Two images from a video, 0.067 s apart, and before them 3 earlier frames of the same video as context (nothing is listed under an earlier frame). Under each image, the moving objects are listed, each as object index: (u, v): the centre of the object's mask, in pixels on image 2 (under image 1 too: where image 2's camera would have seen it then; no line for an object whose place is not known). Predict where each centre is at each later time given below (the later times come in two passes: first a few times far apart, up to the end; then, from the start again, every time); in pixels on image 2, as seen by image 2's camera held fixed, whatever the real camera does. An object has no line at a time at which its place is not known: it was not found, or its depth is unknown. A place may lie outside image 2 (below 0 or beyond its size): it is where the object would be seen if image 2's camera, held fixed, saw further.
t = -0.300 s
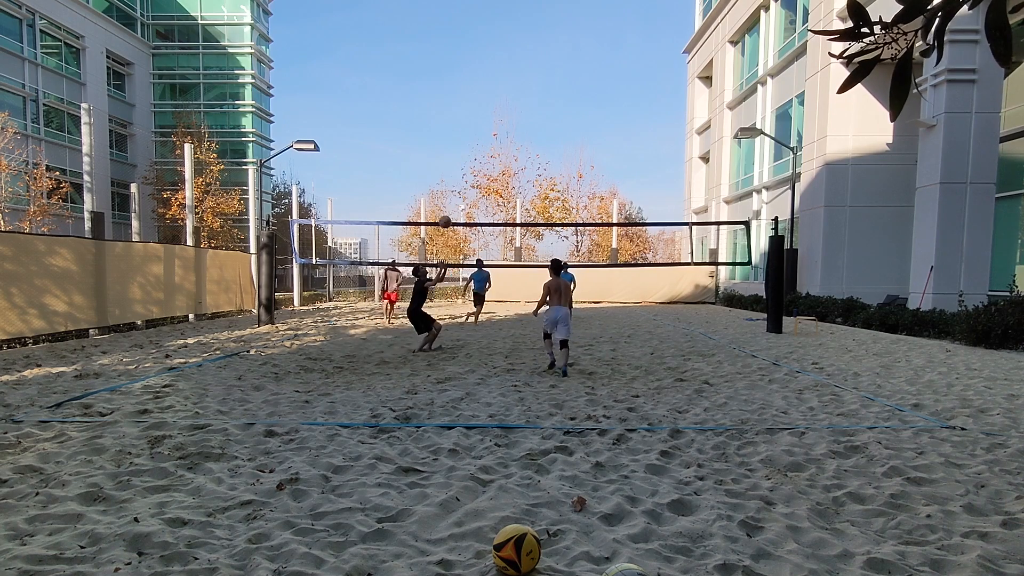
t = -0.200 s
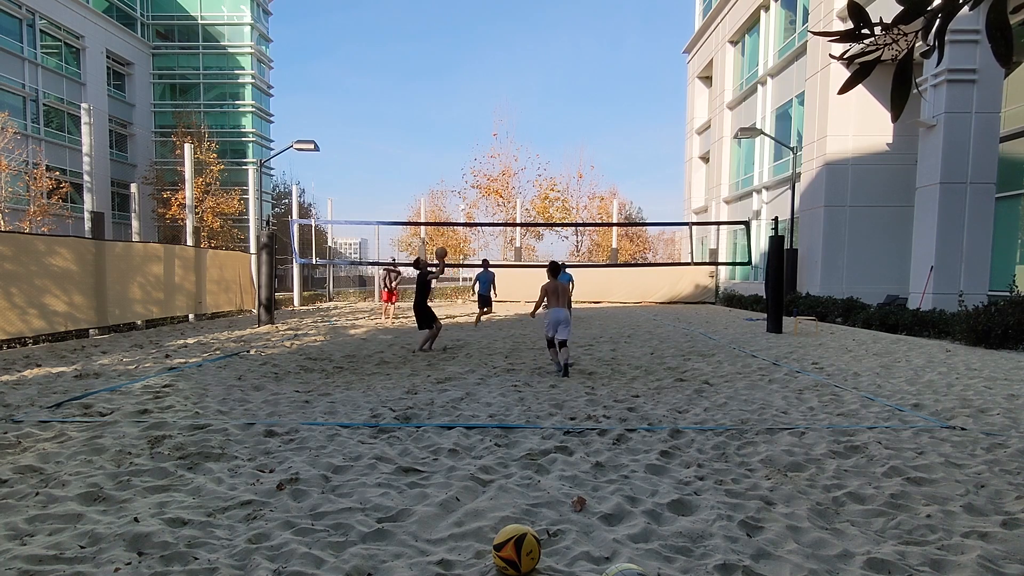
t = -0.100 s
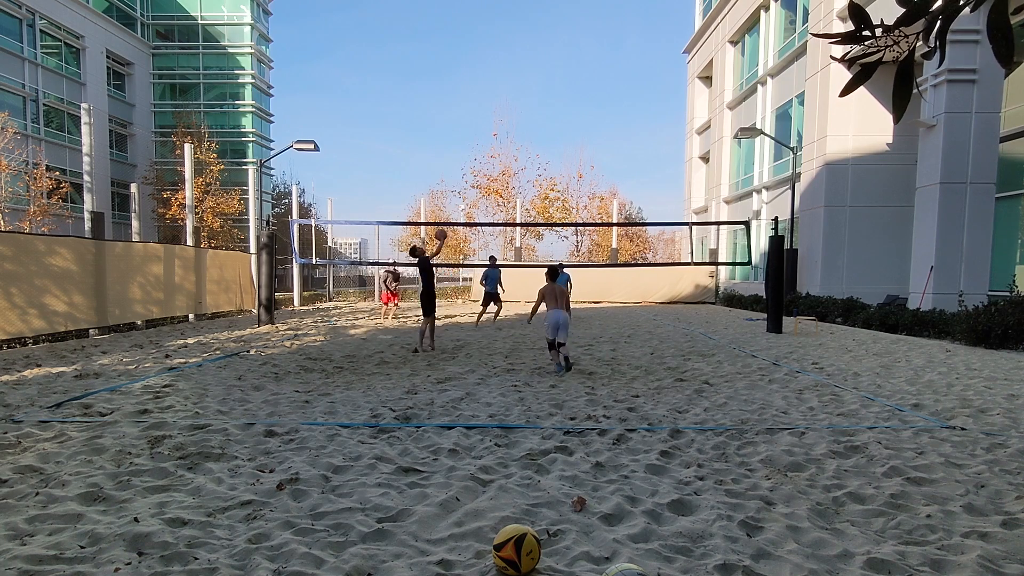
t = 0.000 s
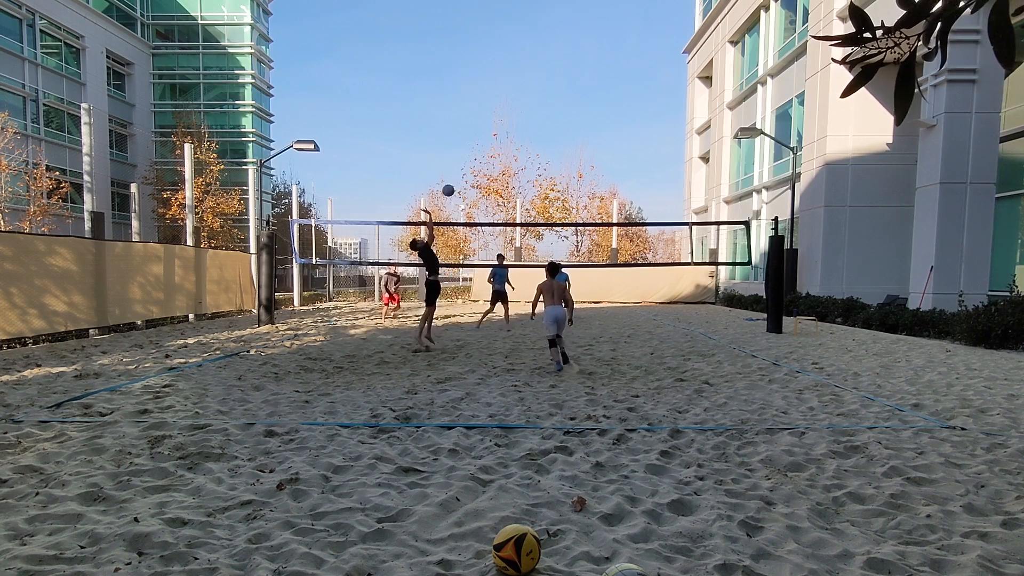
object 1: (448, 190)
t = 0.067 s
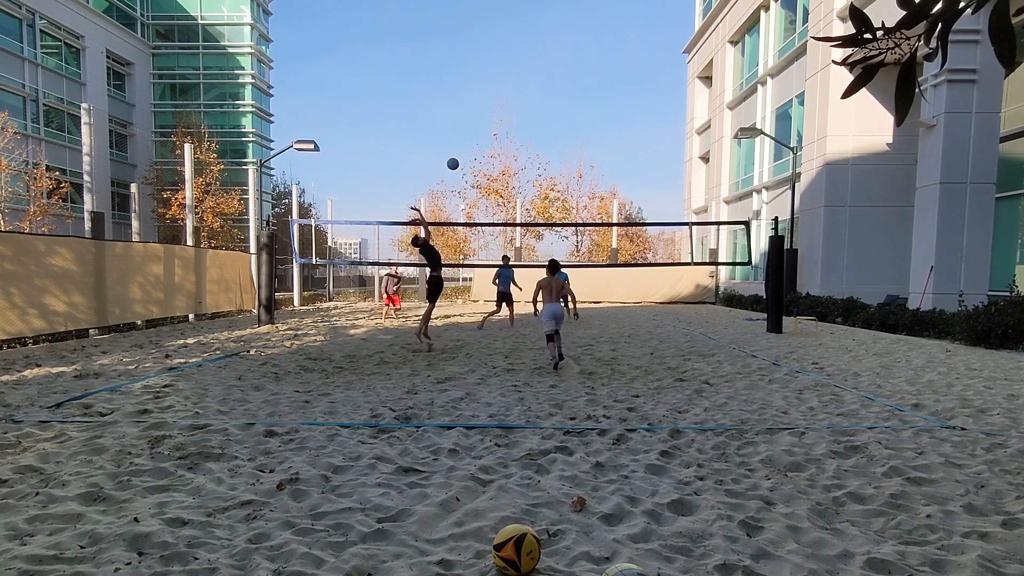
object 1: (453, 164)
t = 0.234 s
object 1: (463, 109)
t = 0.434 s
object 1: (477, 65)
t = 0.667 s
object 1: (491, 42)
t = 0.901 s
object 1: (504, 51)
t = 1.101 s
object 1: (514, 83)
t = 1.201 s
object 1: (519, 107)
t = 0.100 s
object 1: (455, 152)
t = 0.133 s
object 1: (457, 140)
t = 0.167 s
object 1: (459, 129)
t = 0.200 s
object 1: (461, 119)
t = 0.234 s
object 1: (463, 109)
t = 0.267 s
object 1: (466, 100)
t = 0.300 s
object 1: (468, 91)
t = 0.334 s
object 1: (470, 84)
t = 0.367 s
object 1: (472, 77)
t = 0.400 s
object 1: (474, 70)
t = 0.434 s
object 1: (477, 65)
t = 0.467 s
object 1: (479, 60)
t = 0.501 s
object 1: (481, 55)
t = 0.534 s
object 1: (483, 51)
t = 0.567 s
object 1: (485, 48)
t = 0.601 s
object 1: (487, 45)
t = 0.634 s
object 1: (489, 43)
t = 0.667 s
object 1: (491, 42)
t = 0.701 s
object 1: (493, 42)
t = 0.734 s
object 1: (495, 42)
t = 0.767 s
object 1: (496, 42)
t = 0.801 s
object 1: (498, 43)
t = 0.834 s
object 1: (500, 45)
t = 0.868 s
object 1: (502, 48)
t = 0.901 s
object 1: (504, 51)
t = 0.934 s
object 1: (506, 55)
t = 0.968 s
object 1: (507, 59)
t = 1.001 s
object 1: (509, 64)
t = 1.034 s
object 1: (511, 69)
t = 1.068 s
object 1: (512, 76)
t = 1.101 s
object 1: (514, 83)
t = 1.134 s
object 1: (516, 90)
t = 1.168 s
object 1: (517, 98)
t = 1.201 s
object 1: (519, 107)
